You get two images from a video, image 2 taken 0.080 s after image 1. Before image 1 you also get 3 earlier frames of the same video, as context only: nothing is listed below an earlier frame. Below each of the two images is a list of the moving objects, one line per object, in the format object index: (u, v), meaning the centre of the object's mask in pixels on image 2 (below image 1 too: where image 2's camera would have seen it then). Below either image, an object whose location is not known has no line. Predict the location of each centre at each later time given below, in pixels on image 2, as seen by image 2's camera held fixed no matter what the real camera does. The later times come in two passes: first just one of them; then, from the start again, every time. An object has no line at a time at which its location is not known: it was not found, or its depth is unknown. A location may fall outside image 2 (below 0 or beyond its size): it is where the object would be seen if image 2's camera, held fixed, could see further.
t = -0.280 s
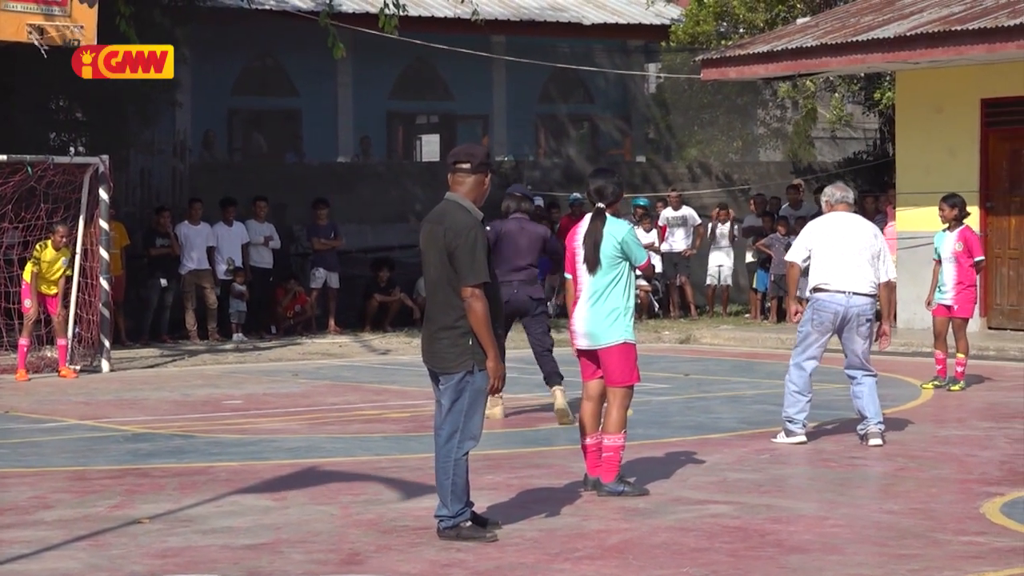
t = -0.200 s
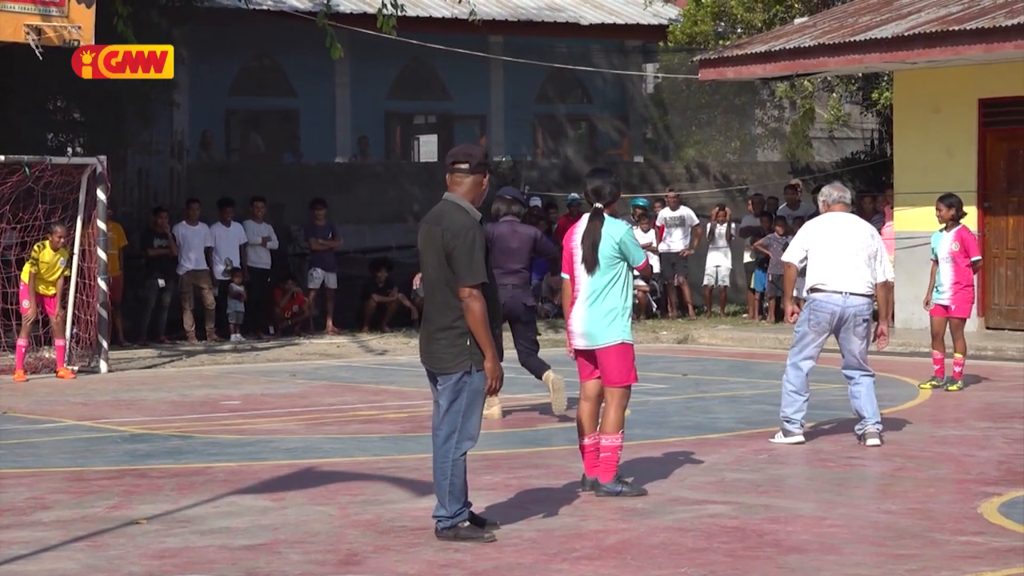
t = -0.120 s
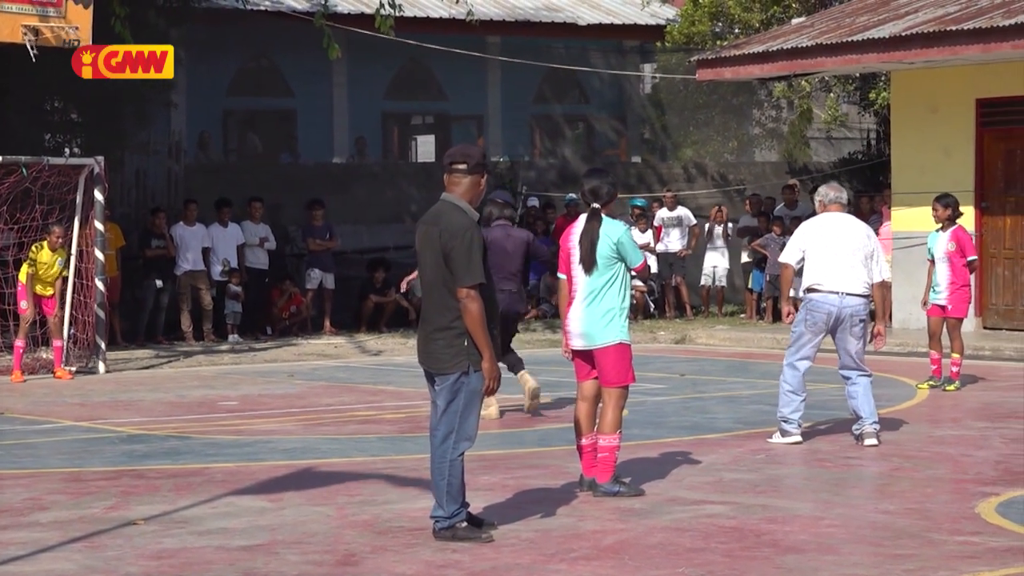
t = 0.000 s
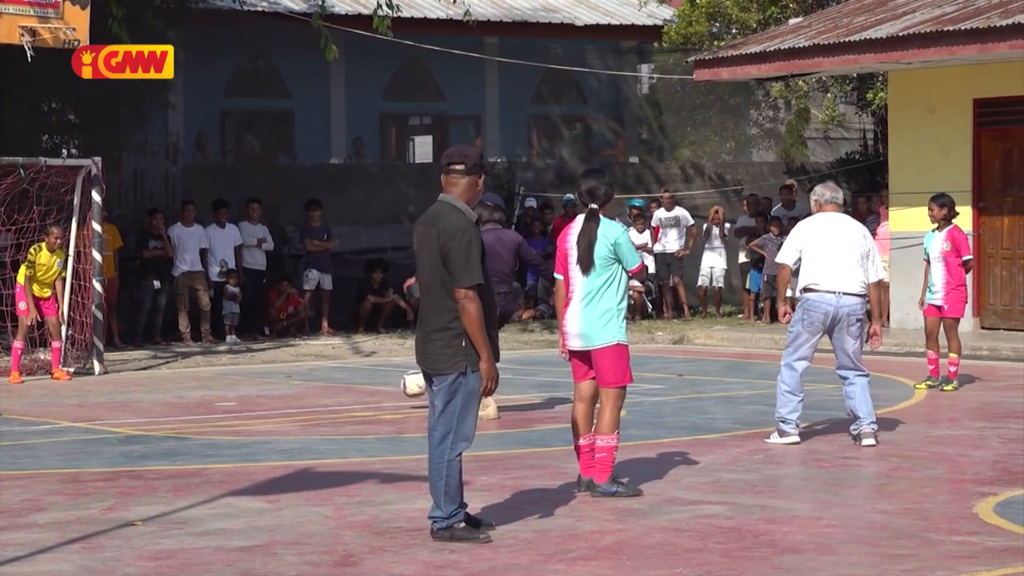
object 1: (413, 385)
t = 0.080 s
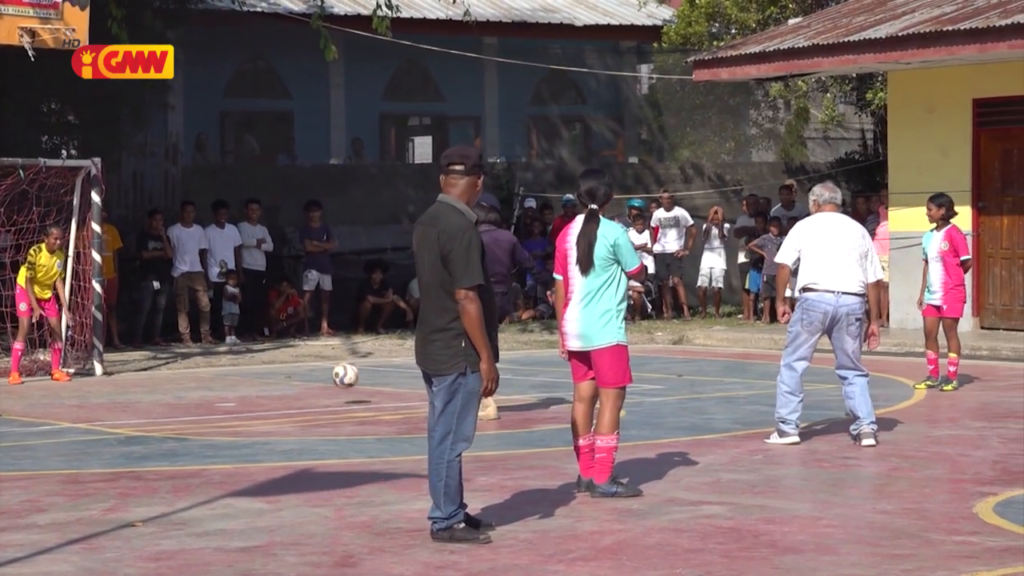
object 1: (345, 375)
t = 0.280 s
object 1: (192, 385)
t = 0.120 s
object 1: (312, 373)
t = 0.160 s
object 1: (281, 374)
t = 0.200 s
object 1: (250, 376)
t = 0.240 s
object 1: (221, 379)
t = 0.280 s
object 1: (192, 385)
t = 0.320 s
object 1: (168, 379)
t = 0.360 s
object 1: (144, 375)
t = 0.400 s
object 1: (122, 372)
